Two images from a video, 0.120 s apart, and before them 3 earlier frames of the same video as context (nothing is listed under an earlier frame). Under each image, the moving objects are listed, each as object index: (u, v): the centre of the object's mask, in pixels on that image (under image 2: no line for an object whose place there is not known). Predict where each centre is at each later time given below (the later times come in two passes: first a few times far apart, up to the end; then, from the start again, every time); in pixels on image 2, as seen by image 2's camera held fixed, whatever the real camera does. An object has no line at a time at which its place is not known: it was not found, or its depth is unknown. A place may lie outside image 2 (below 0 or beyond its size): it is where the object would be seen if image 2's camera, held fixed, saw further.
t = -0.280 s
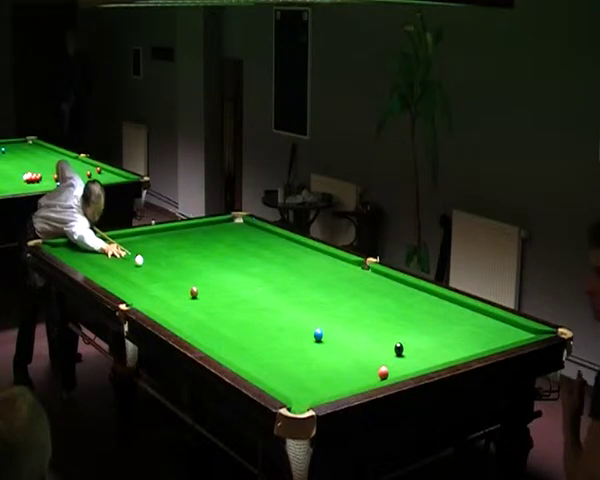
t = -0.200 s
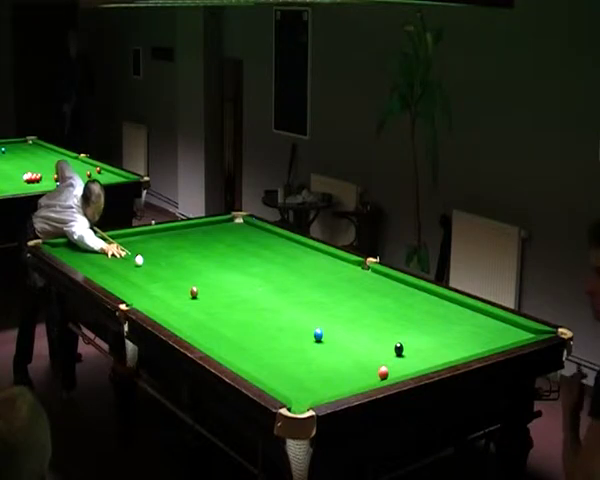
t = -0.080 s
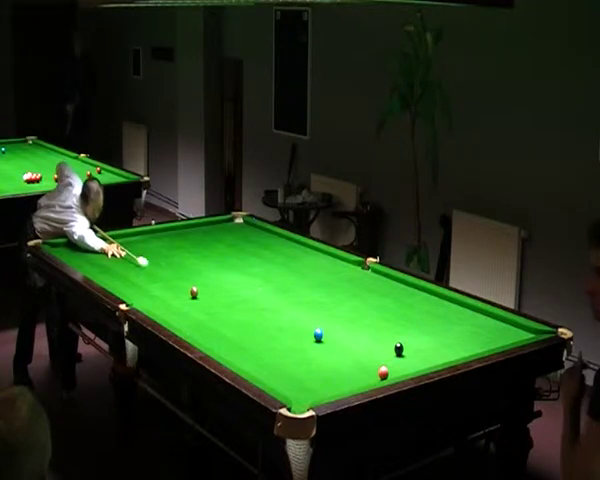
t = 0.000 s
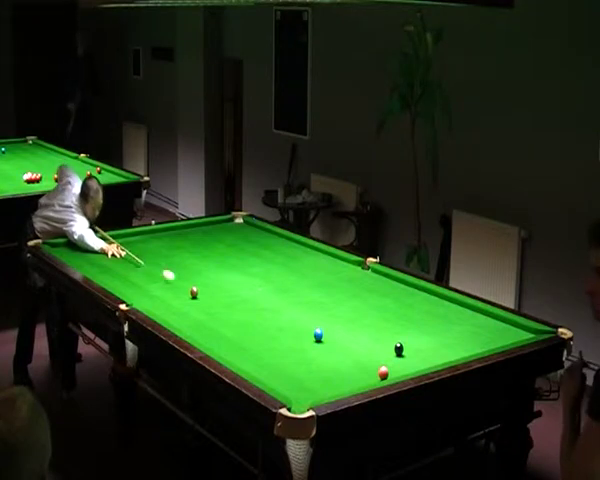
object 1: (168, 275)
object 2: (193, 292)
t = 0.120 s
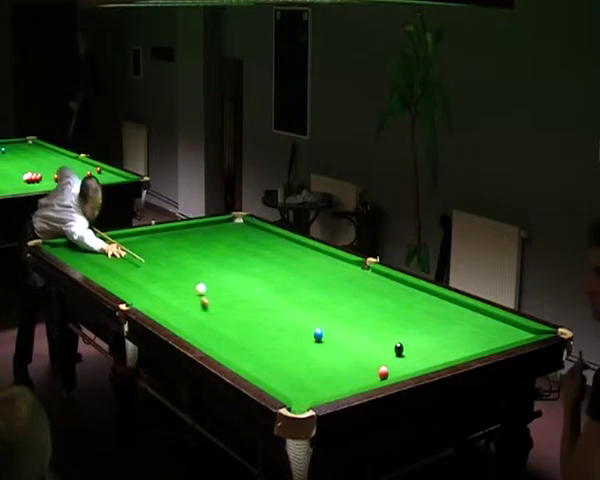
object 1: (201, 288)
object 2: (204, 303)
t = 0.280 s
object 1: (222, 288)
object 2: (239, 340)
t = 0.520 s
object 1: (252, 287)
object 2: (302, 406)
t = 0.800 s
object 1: (286, 286)
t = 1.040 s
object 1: (314, 285)
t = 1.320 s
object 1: (344, 284)
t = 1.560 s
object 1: (370, 283)
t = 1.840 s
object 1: (398, 282)
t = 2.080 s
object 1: (399, 283)
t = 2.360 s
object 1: (390, 286)
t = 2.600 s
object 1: (384, 289)
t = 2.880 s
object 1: (376, 292)
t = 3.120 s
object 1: (371, 293)
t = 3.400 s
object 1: (364, 296)
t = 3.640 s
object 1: (359, 297)
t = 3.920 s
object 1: (354, 299)
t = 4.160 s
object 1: (350, 300)
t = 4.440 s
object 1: (346, 301)
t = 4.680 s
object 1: (344, 302)
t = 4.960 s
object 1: (341, 303)
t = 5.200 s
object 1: (340, 303)
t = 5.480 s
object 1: (340, 303)
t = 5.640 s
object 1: (340, 303)
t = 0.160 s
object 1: (207, 288)
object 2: (212, 312)
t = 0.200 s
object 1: (212, 288)
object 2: (221, 321)
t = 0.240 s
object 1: (217, 288)
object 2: (230, 331)
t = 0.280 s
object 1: (222, 288)
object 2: (239, 340)
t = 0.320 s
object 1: (228, 288)
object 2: (249, 351)
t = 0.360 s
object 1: (233, 288)
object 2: (259, 361)
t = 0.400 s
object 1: (238, 288)
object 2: (269, 373)
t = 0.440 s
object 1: (243, 287)
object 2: (281, 384)
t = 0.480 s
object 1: (247, 287)
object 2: (293, 396)
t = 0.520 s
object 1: (252, 287)
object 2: (302, 406)
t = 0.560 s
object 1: (257, 287)
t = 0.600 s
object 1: (262, 287)
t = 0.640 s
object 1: (267, 287)
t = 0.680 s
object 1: (272, 287)
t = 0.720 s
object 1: (276, 286)
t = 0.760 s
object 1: (282, 286)
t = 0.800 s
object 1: (286, 286)
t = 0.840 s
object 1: (291, 286)
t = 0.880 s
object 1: (296, 286)
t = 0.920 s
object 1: (300, 285)
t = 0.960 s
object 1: (305, 285)
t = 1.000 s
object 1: (309, 285)
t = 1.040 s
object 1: (314, 285)
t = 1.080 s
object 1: (318, 285)
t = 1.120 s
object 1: (322, 285)
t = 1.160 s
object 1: (327, 284)
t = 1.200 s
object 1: (331, 284)
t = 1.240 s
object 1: (335, 284)
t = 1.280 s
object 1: (340, 284)
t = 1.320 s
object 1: (344, 284)
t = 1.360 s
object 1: (349, 284)
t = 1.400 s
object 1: (353, 283)
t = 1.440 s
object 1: (357, 283)
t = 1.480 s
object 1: (361, 283)
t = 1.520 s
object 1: (365, 283)
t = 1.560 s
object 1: (370, 283)
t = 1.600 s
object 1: (374, 283)
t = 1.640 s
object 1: (378, 282)
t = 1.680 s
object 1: (382, 282)
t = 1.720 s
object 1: (386, 282)
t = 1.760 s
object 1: (390, 282)
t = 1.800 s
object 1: (394, 282)
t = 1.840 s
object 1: (398, 282)
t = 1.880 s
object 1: (402, 281)
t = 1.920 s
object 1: (404, 281)
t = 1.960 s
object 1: (402, 282)
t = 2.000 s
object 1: (401, 282)
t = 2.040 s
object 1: (400, 283)
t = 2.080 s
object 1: (399, 283)
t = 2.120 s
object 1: (397, 284)
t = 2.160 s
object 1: (396, 284)
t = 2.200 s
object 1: (395, 285)
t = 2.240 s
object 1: (394, 285)
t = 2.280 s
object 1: (393, 285)
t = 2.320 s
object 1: (391, 286)
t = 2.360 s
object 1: (390, 286)
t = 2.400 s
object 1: (389, 287)
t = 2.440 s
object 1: (388, 287)
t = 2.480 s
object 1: (387, 287)
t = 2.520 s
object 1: (386, 288)
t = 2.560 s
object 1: (385, 288)
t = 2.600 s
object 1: (384, 289)
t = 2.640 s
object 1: (383, 289)
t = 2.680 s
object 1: (382, 289)
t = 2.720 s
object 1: (381, 290)
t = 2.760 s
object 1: (379, 290)
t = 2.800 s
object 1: (378, 291)
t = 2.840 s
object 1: (377, 291)
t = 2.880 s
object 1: (376, 292)
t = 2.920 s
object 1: (375, 292)
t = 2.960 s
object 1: (375, 292)
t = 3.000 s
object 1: (374, 293)
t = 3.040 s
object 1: (373, 293)
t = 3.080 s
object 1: (371, 293)
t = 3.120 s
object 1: (371, 293)
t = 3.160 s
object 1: (370, 294)
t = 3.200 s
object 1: (369, 294)
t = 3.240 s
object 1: (368, 295)
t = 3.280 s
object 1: (367, 295)
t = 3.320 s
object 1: (366, 295)
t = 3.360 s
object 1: (365, 295)
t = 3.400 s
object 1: (364, 296)
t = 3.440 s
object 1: (363, 296)
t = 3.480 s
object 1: (363, 296)
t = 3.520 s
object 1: (362, 297)
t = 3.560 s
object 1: (361, 297)
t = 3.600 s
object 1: (360, 297)
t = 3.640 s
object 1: (359, 297)
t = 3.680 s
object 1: (358, 298)
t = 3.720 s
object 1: (357, 298)
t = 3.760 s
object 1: (357, 298)
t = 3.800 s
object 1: (356, 298)
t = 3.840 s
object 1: (355, 299)
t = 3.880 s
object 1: (355, 299)
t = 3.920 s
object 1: (354, 299)
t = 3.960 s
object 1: (353, 299)
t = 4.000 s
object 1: (353, 299)
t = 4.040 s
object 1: (352, 299)
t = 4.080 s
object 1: (352, 300)
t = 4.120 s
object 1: (351, 300)
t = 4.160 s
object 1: (350, 300)
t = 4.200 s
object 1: (350, 300)
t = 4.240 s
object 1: (349, 300)
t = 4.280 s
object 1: (348, 300)
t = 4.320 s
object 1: (348, 301)
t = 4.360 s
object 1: (347, 301)
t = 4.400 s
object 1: (347, 301)
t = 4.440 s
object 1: (346, 301)
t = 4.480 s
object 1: (346, 301)
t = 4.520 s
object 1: (345, 301)
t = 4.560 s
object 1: (345, 301)
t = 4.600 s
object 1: (344, 301)
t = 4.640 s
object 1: (344, 302)
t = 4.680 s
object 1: (344, 302)
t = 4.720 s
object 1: (343, 302)
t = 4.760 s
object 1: (343, 302)
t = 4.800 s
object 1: (342, 302)
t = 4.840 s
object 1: (342, 302)
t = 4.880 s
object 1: (342, 302)
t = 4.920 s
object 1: (342, 302)
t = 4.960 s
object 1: (341, 303)
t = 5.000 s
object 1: (341, 303)
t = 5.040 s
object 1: (341, 303)
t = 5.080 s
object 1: (341, 303)
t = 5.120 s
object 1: (341, 303)
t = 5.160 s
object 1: (340, 303)
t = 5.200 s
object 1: (340, 303)
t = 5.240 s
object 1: (340, 303)
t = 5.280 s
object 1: (340, 303)
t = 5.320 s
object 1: (340, 303)
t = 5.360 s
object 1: (340, 303)
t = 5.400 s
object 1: (340, 303)
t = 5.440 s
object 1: (340, 303)
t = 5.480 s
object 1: (340, 303)
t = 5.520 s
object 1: (340, 303)
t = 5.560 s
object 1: (340, 303)
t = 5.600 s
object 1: (340, 303)
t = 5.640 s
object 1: (340, 303)
